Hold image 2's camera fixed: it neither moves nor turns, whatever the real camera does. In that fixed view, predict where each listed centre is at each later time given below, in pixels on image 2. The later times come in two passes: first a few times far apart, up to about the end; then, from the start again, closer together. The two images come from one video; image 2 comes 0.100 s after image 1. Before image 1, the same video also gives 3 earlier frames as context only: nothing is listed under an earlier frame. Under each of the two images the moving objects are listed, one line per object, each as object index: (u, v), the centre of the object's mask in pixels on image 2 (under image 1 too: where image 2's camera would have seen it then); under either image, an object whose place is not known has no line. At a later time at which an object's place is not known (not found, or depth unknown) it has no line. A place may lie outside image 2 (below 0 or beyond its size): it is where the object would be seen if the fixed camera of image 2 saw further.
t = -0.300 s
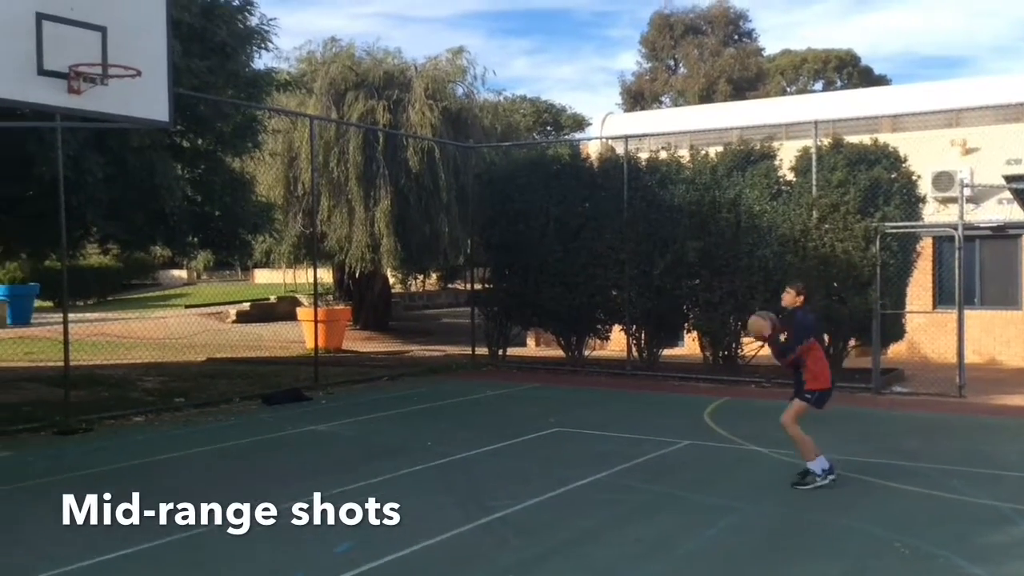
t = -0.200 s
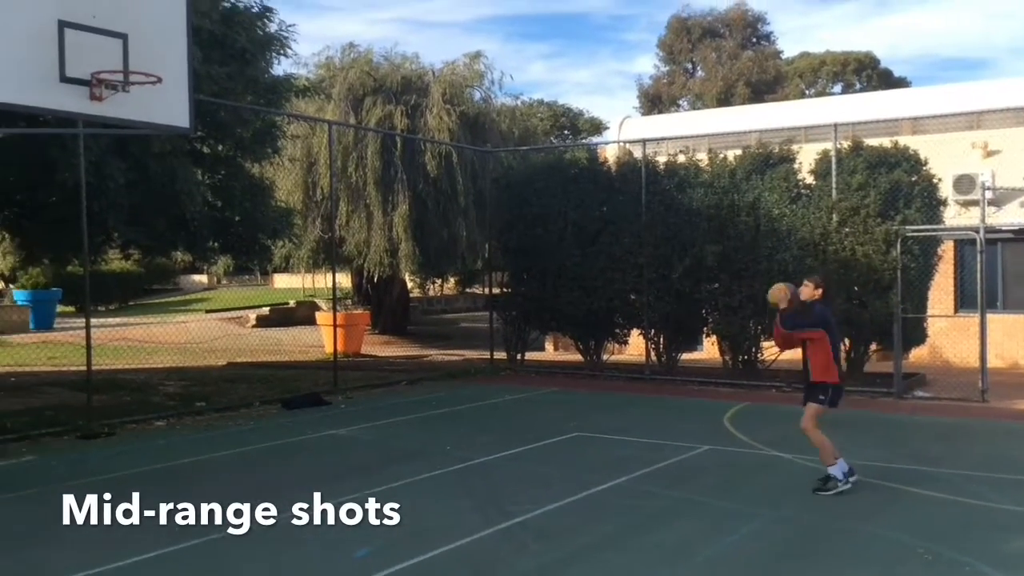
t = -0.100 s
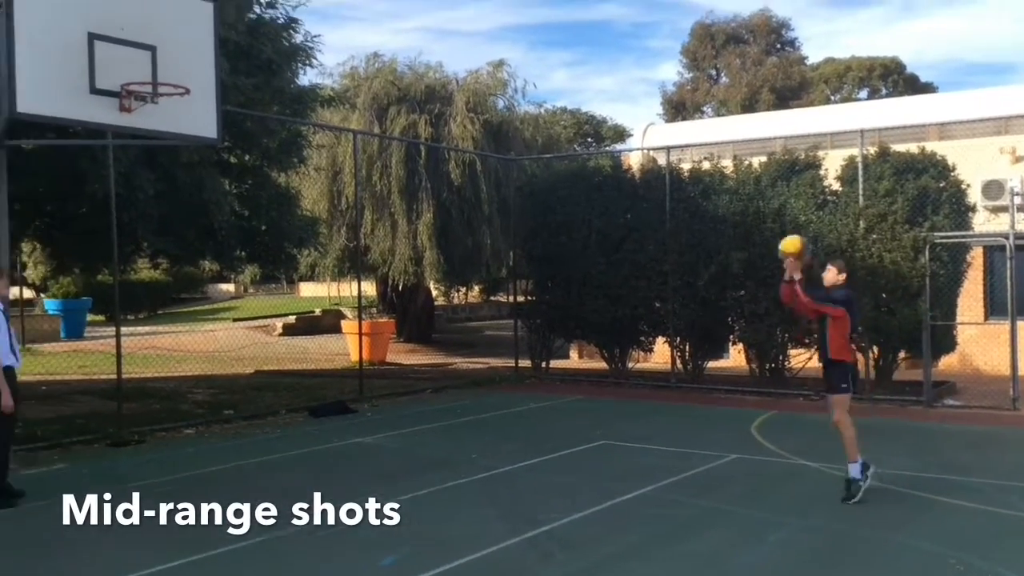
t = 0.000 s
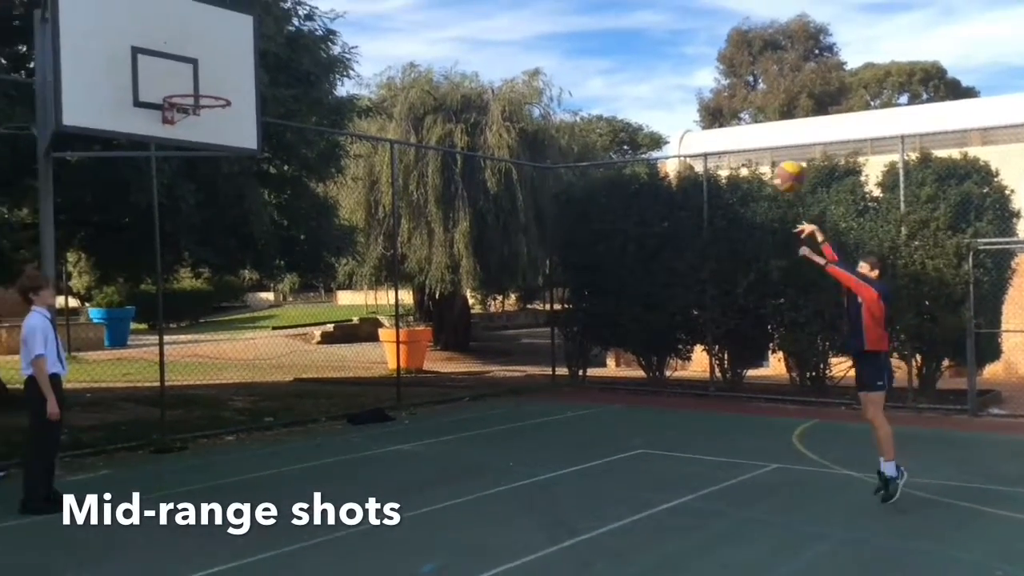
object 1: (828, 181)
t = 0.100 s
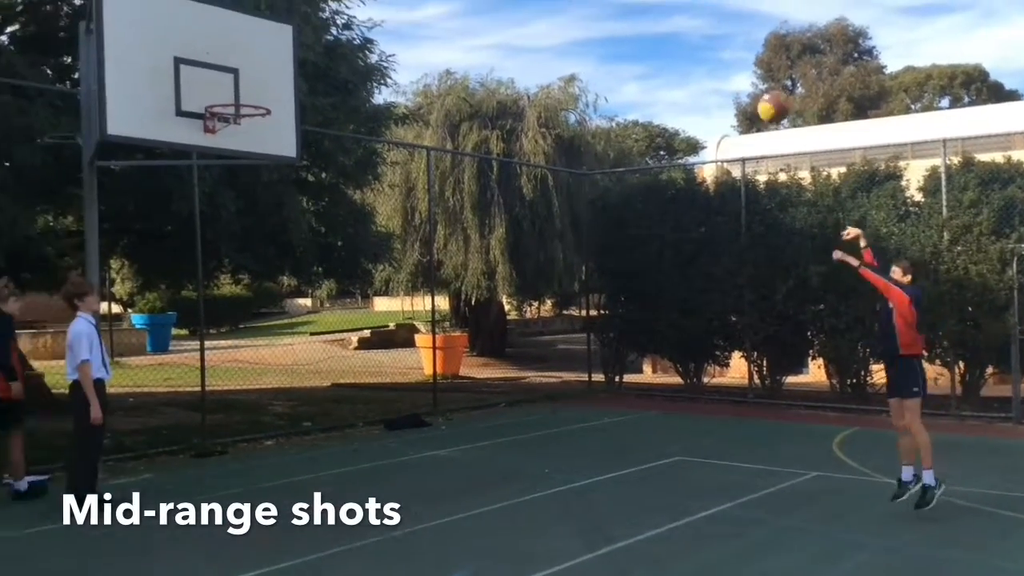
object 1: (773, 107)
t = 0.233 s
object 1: (704, 26)
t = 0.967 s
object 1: (330, -7)
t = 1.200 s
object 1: (230, 88)
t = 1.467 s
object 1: (244, 74)
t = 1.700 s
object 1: (290, 109)
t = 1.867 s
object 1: (323, 161)
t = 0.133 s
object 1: (756, 86)
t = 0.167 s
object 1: (739, 64)
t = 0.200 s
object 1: (721, 44)
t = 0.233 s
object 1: (704, 26)
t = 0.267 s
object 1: (687, 10)
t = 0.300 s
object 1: (669, 0)
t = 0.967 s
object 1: (330, -7)
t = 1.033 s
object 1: (297, 25)
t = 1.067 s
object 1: (280, 43)
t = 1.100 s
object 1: (264, 62)
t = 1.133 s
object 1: (247, 83)
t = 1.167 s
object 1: (235, 93)
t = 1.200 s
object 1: (230, 88)
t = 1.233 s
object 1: (224, 84)
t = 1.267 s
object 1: (218, 83)
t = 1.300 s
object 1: (214, 81)
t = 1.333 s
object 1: (220, 77)
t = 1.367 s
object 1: (225, 74)
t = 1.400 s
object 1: (232, 72)
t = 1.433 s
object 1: (238, 72)
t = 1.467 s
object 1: (244, 74)
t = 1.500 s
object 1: (251, 77)
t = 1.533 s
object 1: (258, 81)
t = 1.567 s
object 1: (265, 87)
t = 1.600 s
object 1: (272, 94)
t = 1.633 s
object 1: (278, 97)
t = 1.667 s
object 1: (284, 102)
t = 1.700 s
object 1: (290, 109)
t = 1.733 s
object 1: (297, 116)
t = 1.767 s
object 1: (303, 125)
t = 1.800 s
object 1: (310, 135)
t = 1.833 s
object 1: (317, 147)
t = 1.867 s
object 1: (323, 161)
